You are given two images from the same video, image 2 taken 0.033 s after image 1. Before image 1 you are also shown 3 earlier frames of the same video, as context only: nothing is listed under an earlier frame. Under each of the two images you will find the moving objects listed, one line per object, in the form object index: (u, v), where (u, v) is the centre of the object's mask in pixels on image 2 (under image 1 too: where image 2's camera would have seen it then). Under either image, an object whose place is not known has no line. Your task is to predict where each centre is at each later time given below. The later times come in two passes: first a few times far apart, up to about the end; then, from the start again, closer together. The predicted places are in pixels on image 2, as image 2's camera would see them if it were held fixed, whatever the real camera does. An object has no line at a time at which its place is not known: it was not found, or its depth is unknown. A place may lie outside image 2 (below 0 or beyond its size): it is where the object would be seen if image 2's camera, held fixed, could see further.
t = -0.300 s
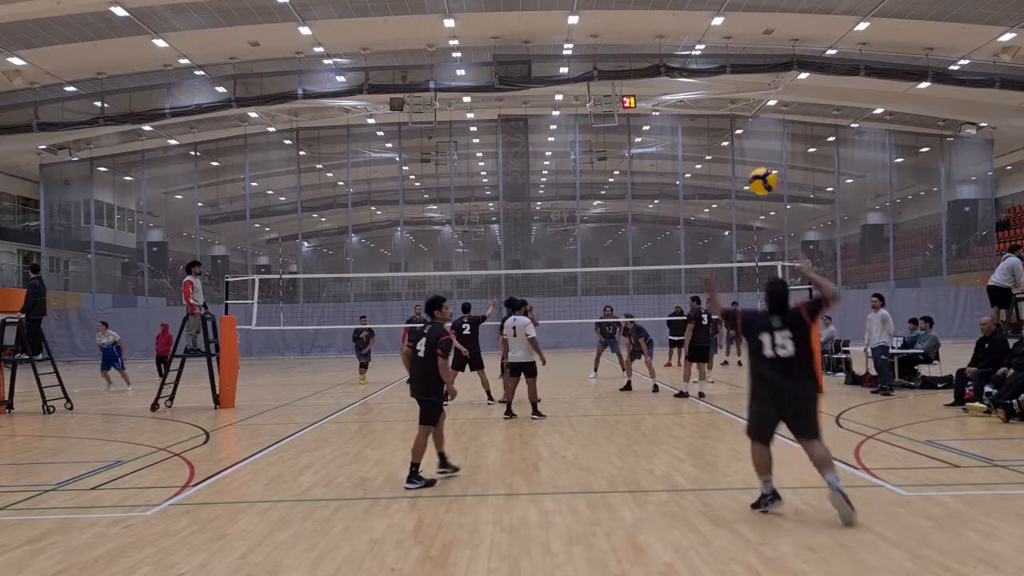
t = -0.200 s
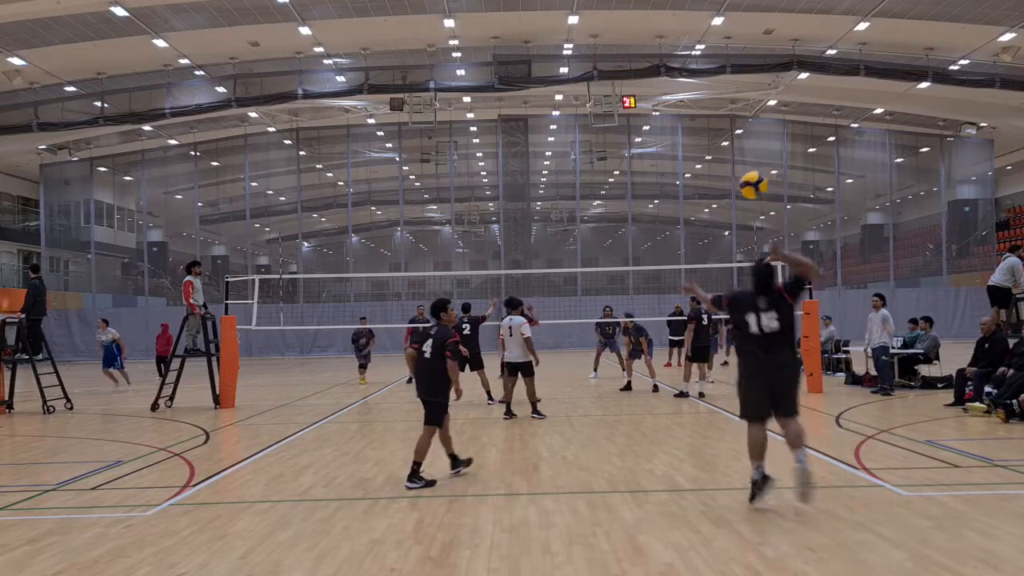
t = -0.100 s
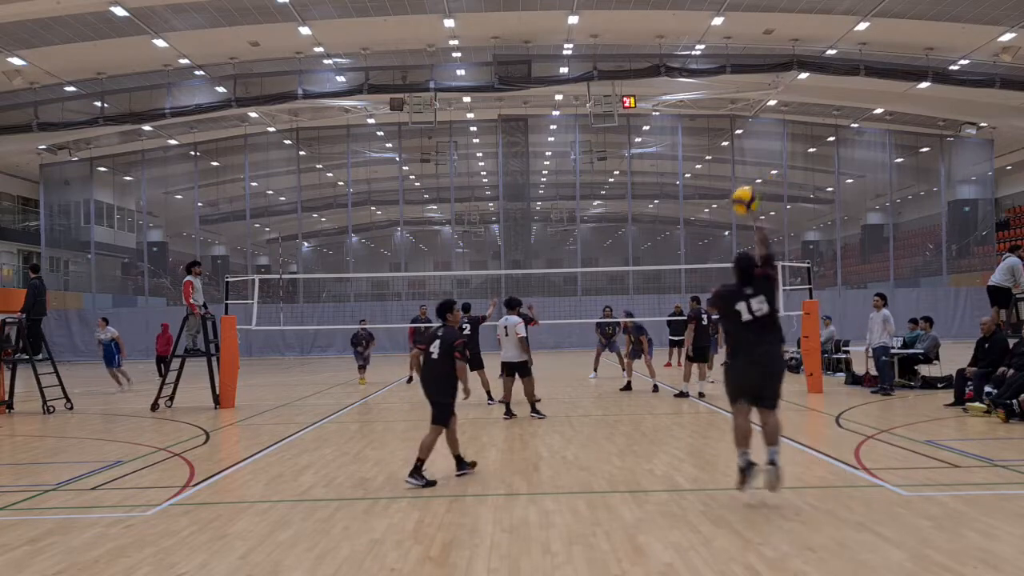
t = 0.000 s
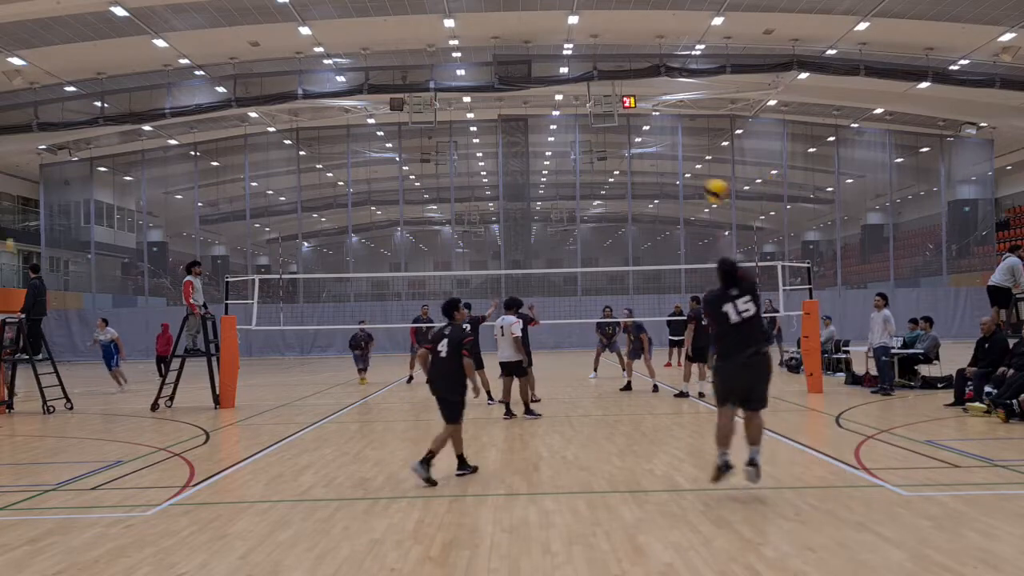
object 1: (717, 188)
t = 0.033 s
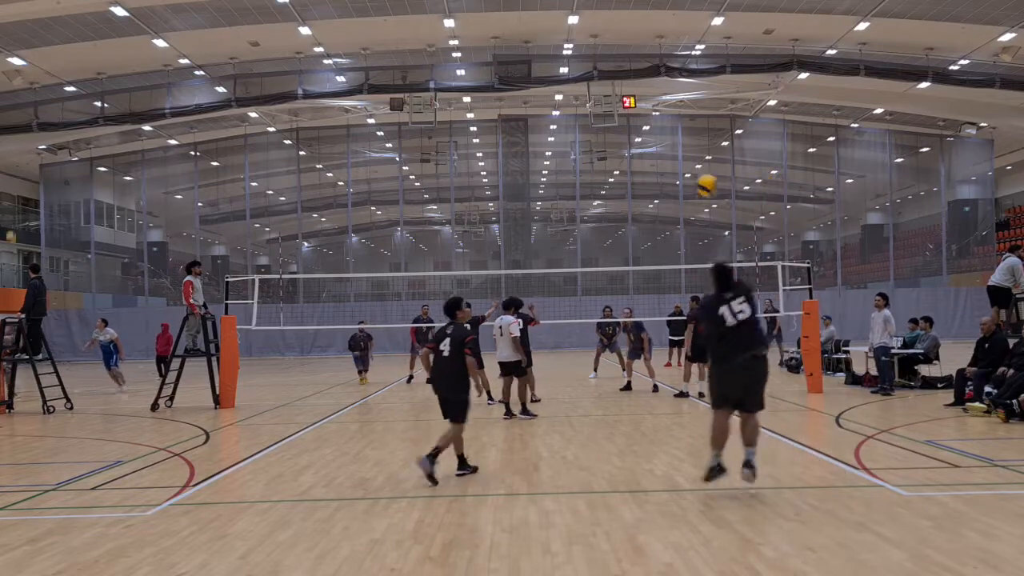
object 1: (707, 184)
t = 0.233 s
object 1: (672, 175)
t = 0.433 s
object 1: (647, 189)
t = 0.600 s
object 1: (631, 216)
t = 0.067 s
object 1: (699, 180)
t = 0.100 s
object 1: (692, 178)
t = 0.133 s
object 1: (685, 176)
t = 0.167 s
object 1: (680, 175)
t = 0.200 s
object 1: (675, 174)
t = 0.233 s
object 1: (672, 175)
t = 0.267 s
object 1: (667, 176)
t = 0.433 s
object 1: (647, 189)
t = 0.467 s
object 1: (645, 194)
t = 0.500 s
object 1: (641, 198)
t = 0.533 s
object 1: (639, 204)
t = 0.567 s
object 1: (634, 210)
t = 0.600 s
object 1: (631, 216)
